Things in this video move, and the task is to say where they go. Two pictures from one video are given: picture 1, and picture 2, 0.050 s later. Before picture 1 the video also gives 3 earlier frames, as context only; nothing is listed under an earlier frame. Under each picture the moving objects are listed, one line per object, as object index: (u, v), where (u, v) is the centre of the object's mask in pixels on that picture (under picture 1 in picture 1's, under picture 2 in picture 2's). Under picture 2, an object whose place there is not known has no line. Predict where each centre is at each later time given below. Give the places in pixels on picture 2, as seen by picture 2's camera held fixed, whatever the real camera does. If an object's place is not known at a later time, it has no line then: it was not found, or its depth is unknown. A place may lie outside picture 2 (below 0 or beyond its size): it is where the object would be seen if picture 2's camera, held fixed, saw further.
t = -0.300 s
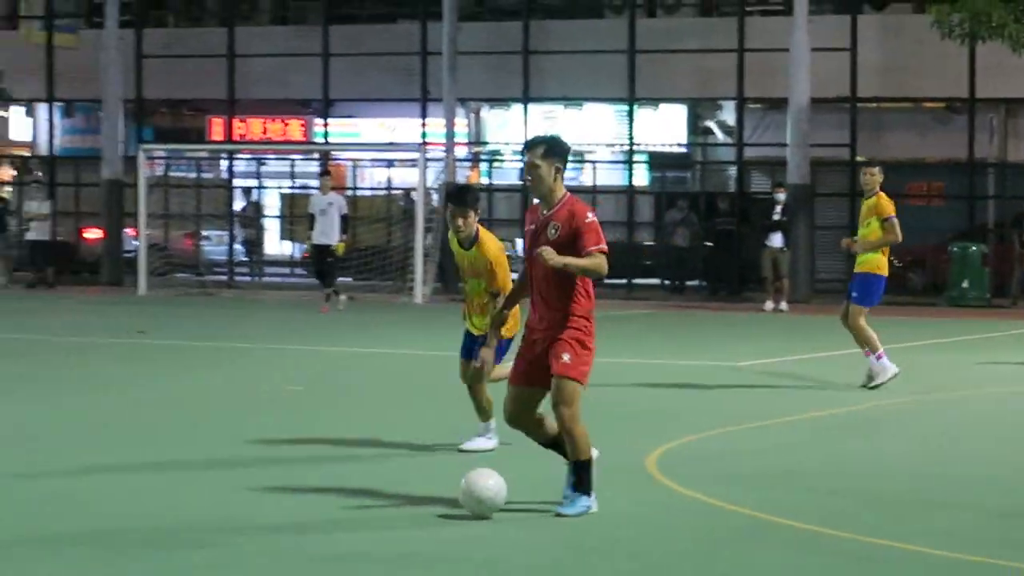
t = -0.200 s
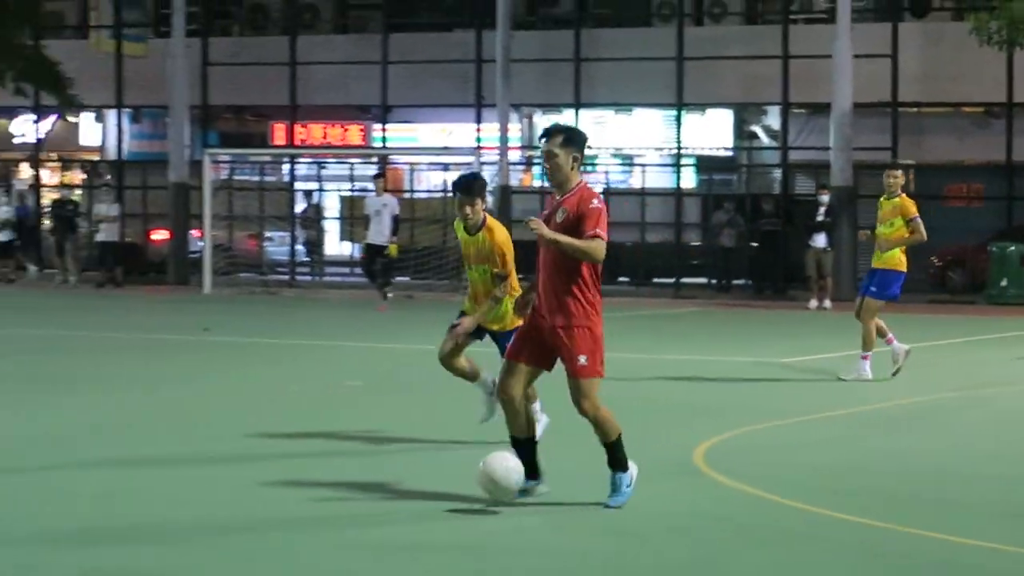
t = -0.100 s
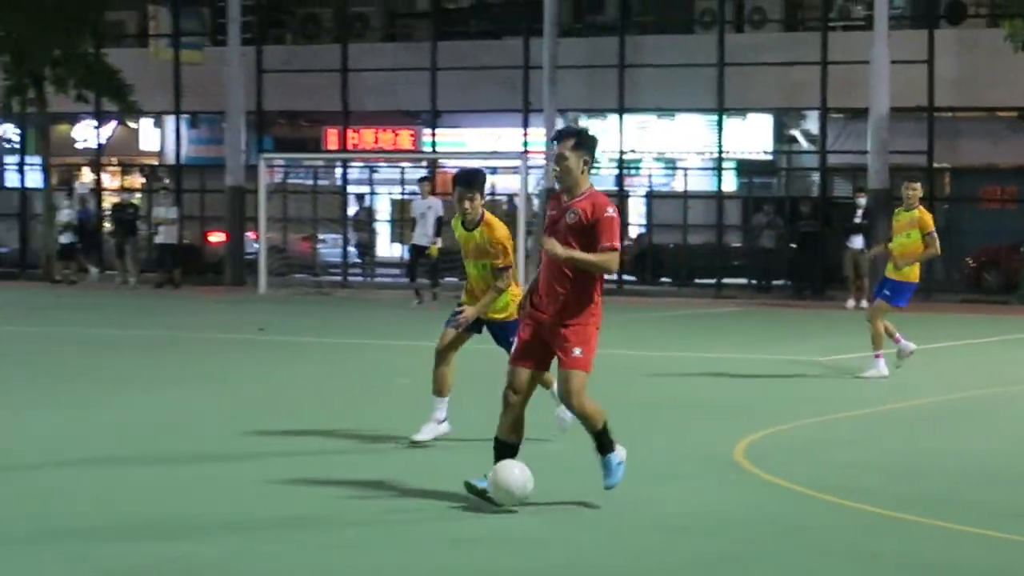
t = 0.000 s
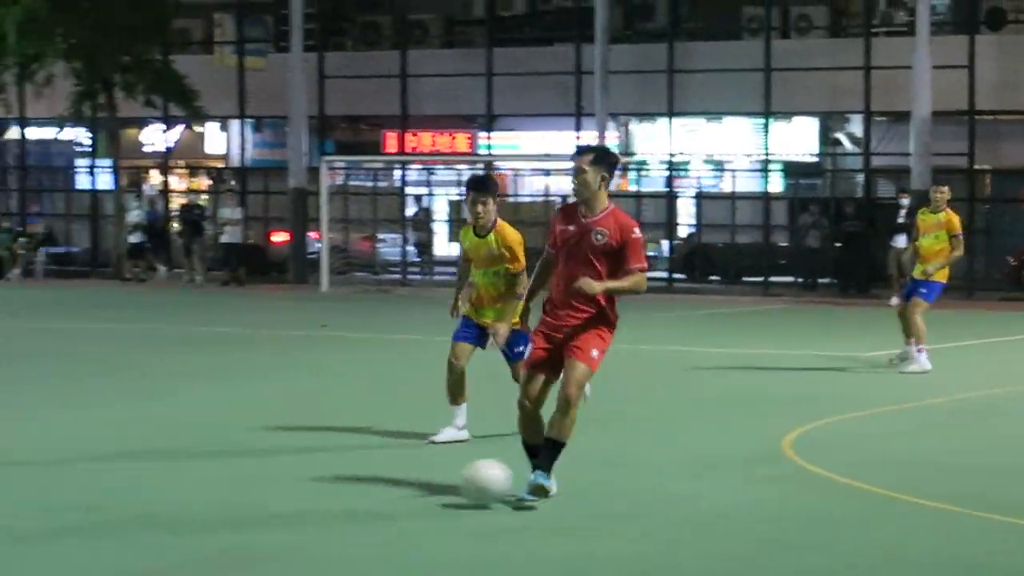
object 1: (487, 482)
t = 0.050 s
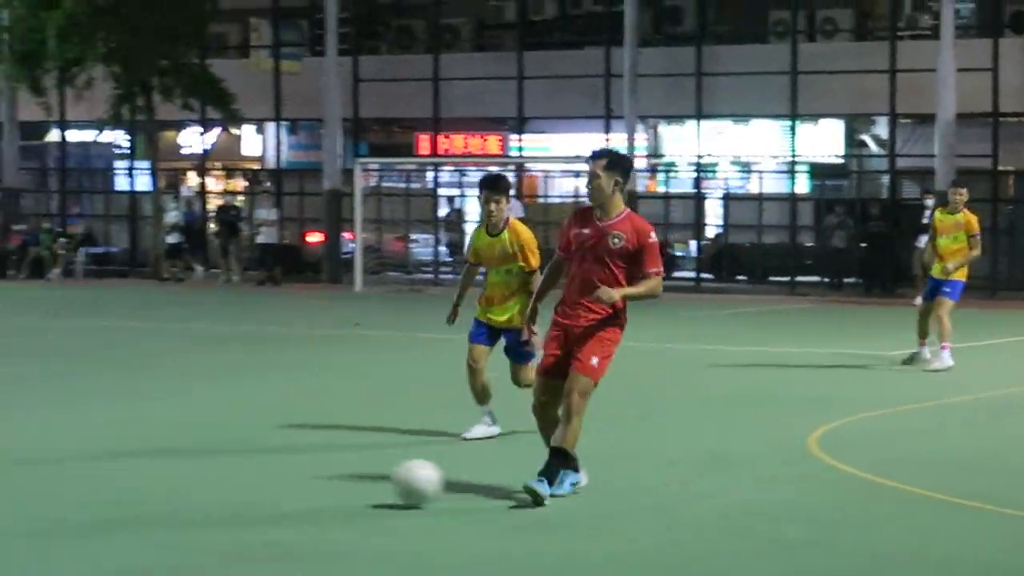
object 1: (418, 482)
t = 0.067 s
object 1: (384, 483)
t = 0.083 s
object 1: (347, 483)
